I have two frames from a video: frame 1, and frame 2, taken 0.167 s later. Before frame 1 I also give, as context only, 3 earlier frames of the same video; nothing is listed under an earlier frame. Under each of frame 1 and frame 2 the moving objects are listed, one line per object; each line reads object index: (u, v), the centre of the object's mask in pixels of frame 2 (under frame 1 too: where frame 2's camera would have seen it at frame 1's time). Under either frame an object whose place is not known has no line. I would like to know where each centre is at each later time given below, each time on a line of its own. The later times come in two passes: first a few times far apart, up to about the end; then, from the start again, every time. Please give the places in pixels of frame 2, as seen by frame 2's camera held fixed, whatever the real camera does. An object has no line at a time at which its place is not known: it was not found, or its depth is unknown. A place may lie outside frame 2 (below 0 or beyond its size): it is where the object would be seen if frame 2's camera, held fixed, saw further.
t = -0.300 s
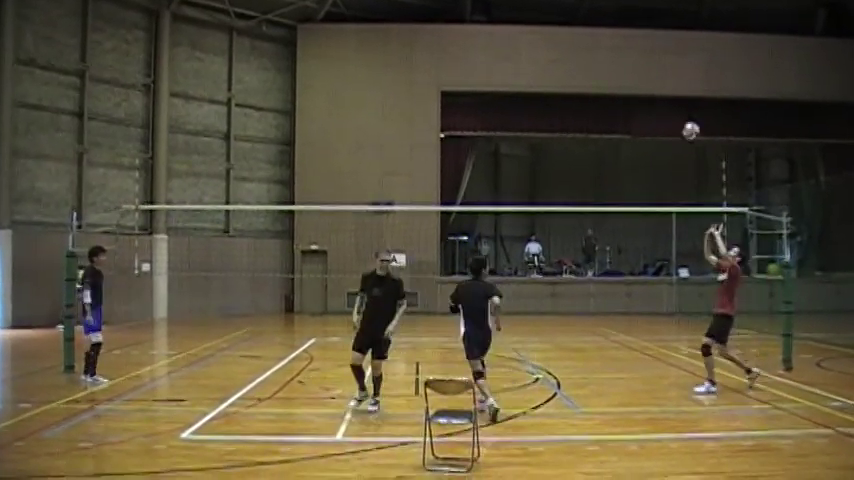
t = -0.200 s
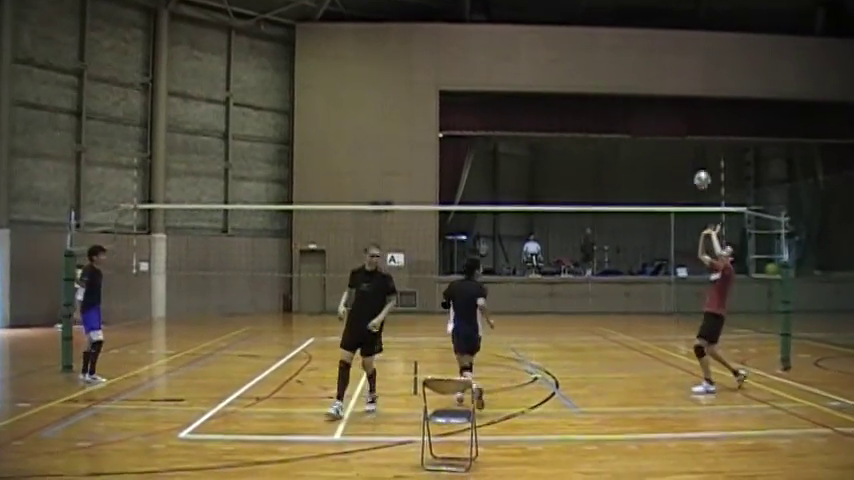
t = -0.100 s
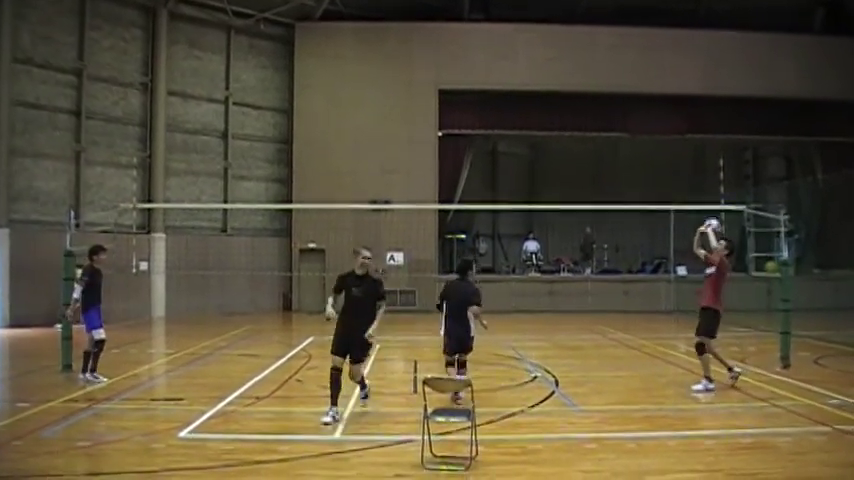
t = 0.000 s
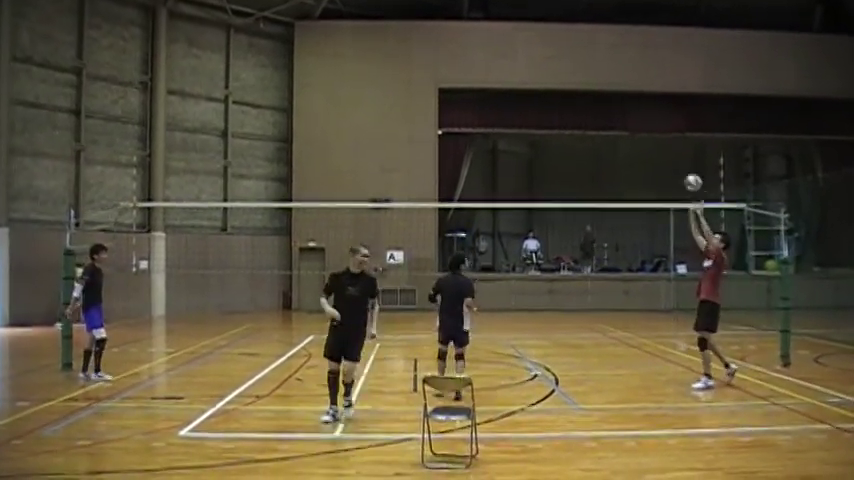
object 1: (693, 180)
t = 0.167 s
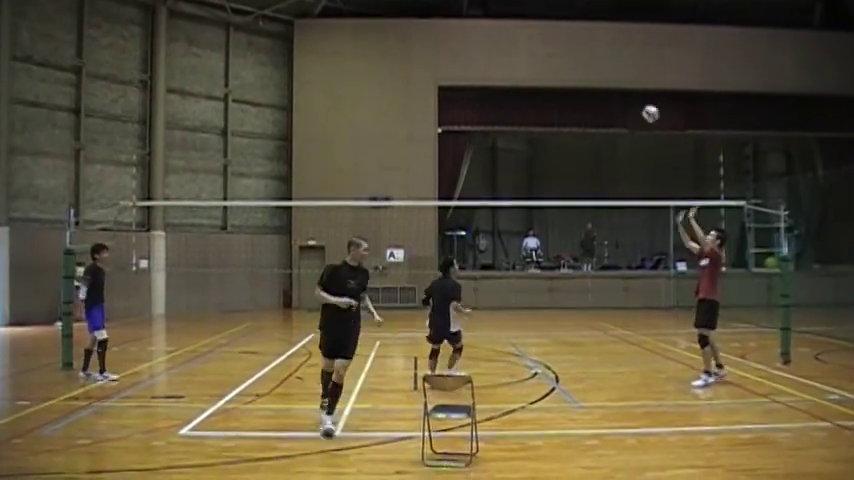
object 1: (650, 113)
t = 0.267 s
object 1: (626, 85)
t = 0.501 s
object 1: (572, 48)
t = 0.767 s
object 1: (514, 57)
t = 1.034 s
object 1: (460, 118)
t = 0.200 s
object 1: (642, 103)
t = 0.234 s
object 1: (634, 94)
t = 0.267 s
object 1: (626, 85)
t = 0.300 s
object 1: (618, 77)
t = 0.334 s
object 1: (611, 70)
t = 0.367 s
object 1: (603, 64)
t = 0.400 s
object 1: (595, 59)
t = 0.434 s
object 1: (588, 54)
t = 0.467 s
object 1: (580, 51)
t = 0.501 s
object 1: (572, 48)
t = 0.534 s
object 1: (565, 46)
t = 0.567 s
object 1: (557, 45)
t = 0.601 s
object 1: (550, 44)
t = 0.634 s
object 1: (543, 45)
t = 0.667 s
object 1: (536, 47)
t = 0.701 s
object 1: (528, 49)
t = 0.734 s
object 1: (521, 52)
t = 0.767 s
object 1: (514, 57)
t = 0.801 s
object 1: (507, 62)
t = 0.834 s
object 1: (500, 67)
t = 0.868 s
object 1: (493, 73)
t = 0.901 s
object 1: (487, 82)
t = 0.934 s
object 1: (480, 89)
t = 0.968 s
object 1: (473, 98)
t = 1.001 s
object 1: (466, 107)
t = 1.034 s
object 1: (460, 118)
